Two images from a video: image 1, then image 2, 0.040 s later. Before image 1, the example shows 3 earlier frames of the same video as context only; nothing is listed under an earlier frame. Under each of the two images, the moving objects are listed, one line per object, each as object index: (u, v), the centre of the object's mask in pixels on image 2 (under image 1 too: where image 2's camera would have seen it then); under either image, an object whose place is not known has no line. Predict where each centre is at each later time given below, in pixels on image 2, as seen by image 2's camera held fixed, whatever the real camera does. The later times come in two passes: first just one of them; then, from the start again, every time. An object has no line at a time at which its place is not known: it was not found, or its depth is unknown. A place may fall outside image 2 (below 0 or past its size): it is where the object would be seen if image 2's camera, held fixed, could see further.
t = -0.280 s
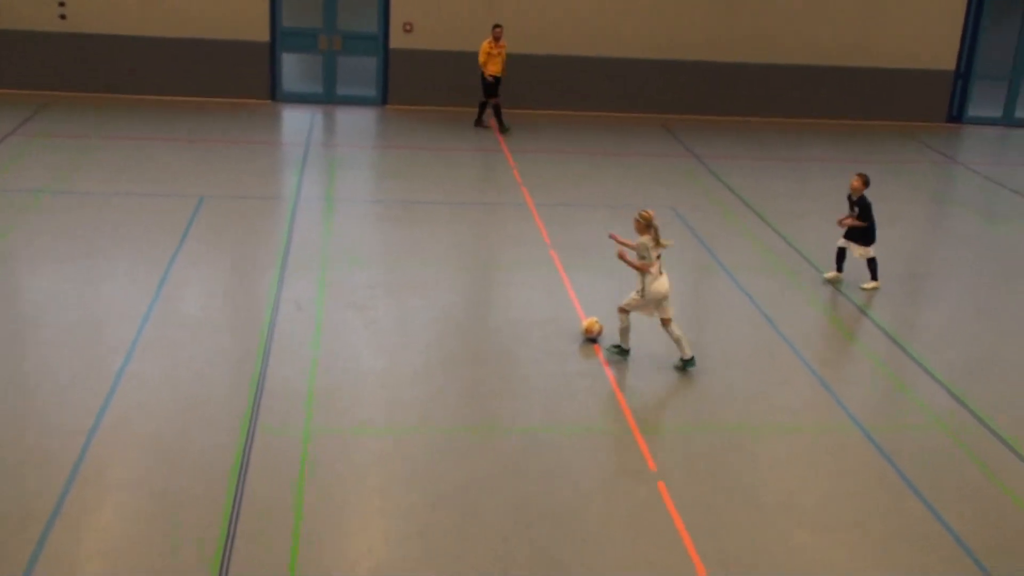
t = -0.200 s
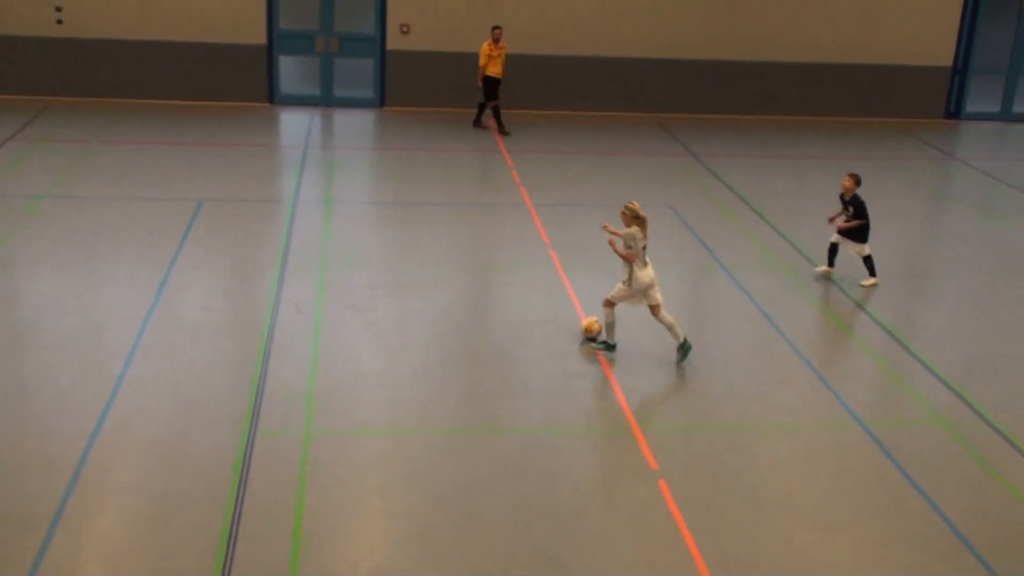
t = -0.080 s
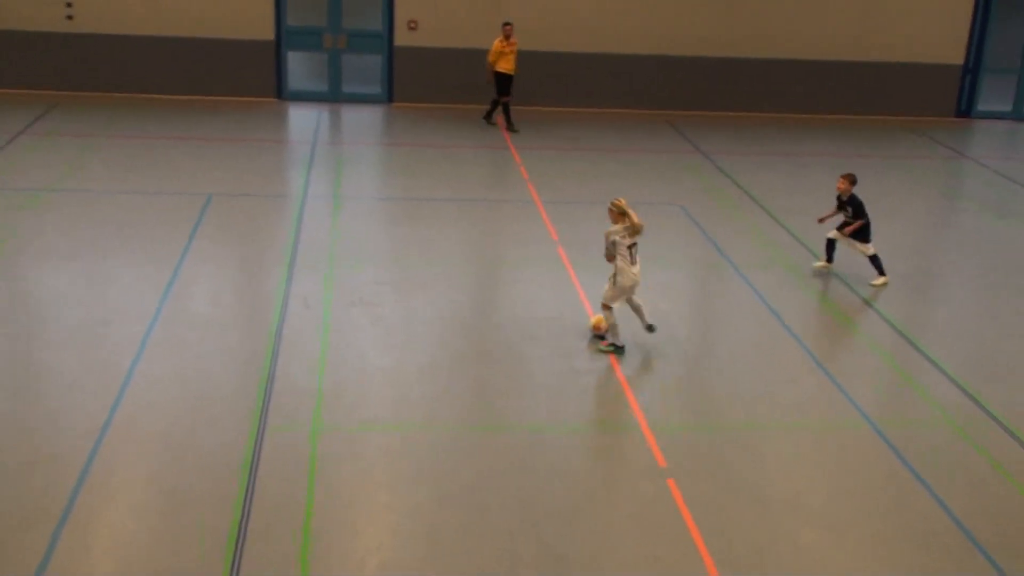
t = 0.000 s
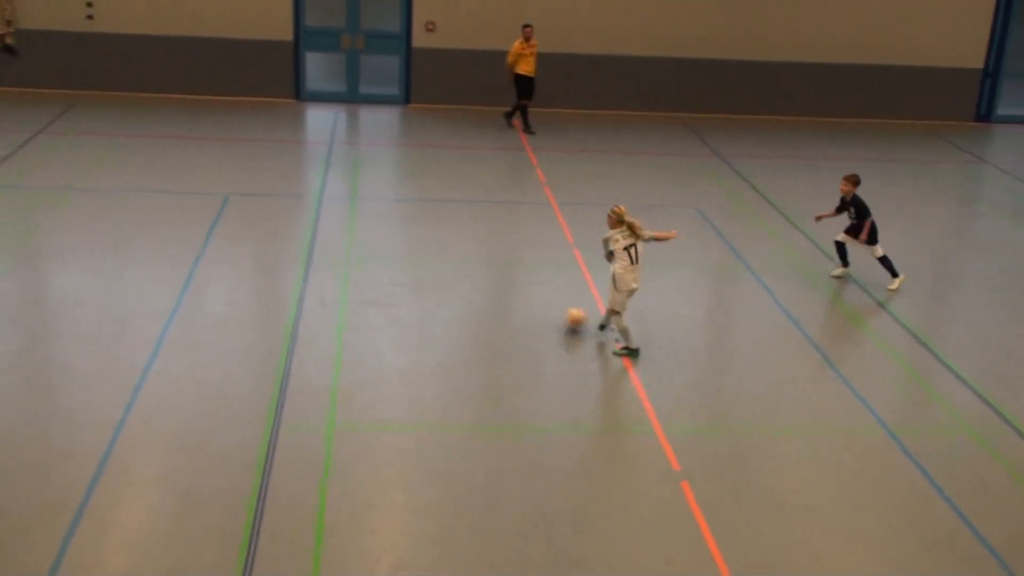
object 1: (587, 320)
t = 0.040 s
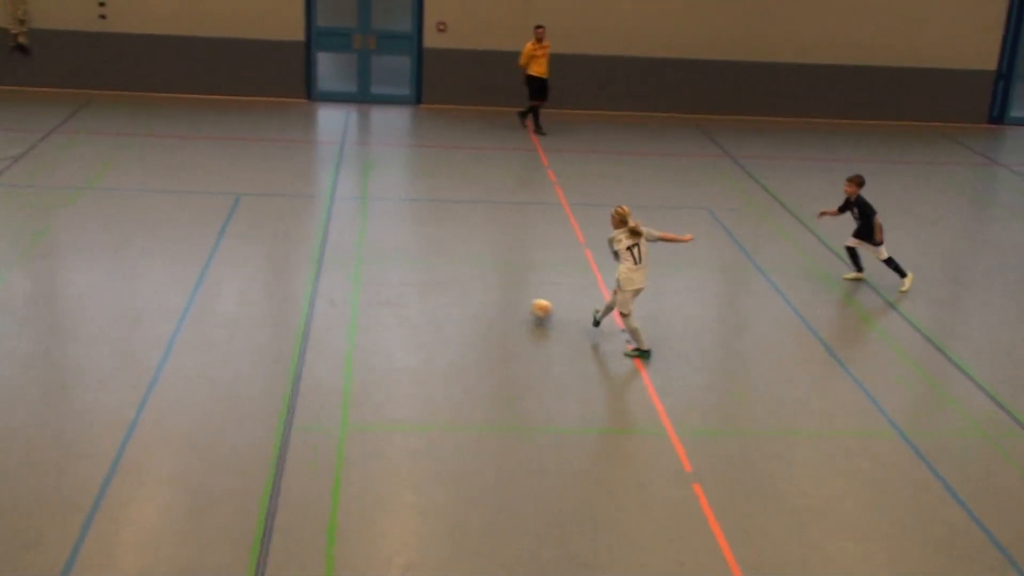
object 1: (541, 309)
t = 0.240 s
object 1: (347, 275)
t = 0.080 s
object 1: (498, 301)
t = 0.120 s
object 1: (457, 296)
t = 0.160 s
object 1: (417, 290)
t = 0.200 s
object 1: (382, 280)
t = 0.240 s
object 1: (347, 275)
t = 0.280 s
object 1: (314, 271)
